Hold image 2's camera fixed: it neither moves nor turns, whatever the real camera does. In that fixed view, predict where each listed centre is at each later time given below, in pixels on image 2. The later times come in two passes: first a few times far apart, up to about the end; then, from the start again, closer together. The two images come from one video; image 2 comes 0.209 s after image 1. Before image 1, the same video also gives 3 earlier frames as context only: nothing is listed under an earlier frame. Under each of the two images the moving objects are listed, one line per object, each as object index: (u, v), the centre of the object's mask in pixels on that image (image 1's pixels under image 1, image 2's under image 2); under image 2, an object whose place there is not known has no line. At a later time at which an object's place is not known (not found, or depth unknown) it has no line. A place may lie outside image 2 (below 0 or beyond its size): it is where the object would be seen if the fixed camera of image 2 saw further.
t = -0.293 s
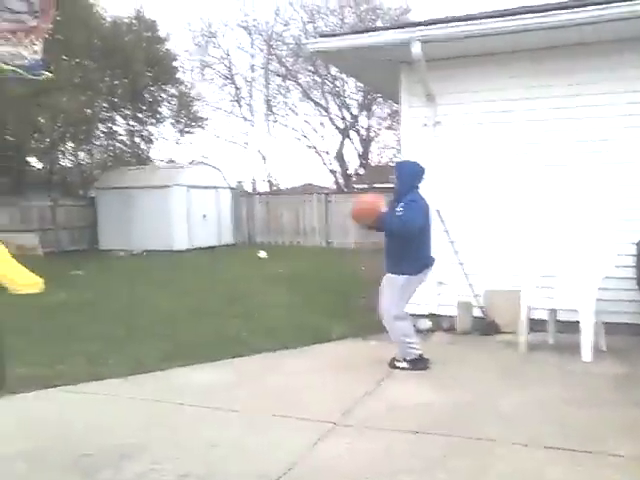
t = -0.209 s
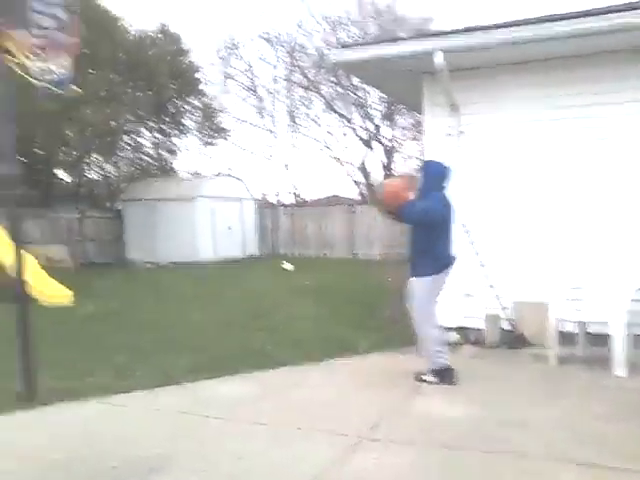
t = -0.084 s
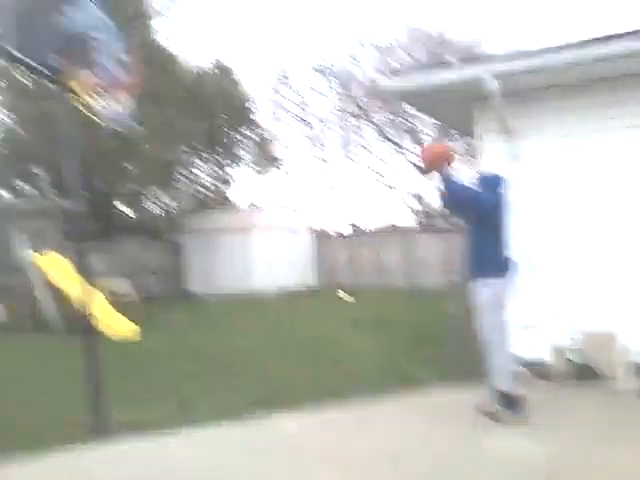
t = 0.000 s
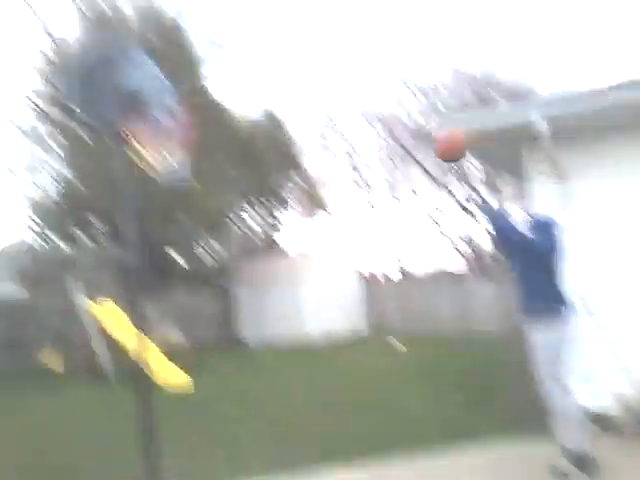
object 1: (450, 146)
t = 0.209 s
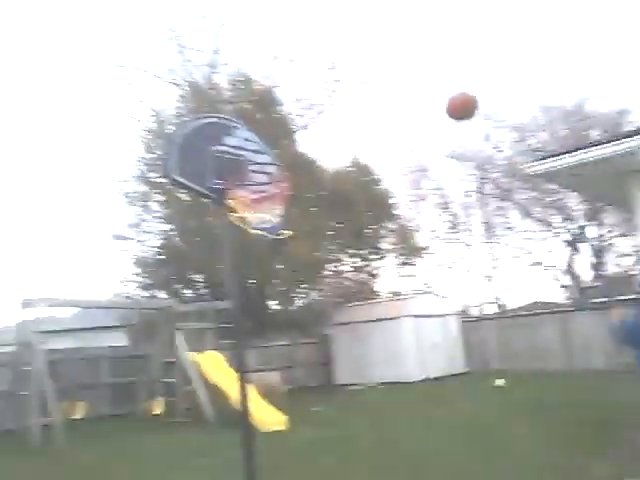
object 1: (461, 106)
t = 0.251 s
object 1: (446, 98)
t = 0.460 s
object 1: (378, 88)
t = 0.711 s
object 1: (302, 146)
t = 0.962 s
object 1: (244, 158)
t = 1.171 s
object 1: (222, 145)
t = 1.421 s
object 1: (195, 202)
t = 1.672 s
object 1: (173, 359)
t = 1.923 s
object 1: (151, 490)
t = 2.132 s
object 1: (114, 378)
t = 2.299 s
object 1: (88, 342)
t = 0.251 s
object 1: (446, 98)
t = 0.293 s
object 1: (432, 90)
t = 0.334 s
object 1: (418, 87)
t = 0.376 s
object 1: (405, 84)
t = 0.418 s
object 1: (392, 85)
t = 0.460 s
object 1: (378, 88)
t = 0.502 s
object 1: (365, 91)
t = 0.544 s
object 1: (354, 98)
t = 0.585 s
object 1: (341, 107)
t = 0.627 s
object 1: (326, 118)
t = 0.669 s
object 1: (313, 130)
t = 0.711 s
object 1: (302, 146)
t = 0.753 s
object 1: (293, 153)
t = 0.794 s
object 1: (285, 153)
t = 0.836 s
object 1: (275, 154)
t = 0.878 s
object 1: (261, 157)
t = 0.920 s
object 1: (250, 163)
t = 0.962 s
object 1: (244, 158)
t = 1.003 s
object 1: (240, 152)
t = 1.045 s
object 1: (236, 151)
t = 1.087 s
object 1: (231, 146)
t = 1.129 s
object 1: (226, 145)
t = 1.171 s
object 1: (222, 145)
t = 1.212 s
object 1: (217, 149)
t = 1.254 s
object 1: (213, 153)
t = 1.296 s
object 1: (209, 162)
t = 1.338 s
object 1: (205, 172)
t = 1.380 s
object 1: (200, 185)
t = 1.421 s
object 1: (195, 202)
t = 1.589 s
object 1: (181, 293)
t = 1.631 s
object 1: (178, 325)
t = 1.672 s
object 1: (173, 359)
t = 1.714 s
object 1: (172, 399)
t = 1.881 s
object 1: (159, 521)
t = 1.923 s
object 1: (151, 490)
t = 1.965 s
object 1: (142, 462)
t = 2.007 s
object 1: (133, 439)
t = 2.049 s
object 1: (127, 413)
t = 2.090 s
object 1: (120, 394)
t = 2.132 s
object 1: (114, 378)
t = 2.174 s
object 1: (107, 365)
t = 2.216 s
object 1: (102, 357)
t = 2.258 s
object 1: (94, 348)
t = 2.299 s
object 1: (88, 342)
